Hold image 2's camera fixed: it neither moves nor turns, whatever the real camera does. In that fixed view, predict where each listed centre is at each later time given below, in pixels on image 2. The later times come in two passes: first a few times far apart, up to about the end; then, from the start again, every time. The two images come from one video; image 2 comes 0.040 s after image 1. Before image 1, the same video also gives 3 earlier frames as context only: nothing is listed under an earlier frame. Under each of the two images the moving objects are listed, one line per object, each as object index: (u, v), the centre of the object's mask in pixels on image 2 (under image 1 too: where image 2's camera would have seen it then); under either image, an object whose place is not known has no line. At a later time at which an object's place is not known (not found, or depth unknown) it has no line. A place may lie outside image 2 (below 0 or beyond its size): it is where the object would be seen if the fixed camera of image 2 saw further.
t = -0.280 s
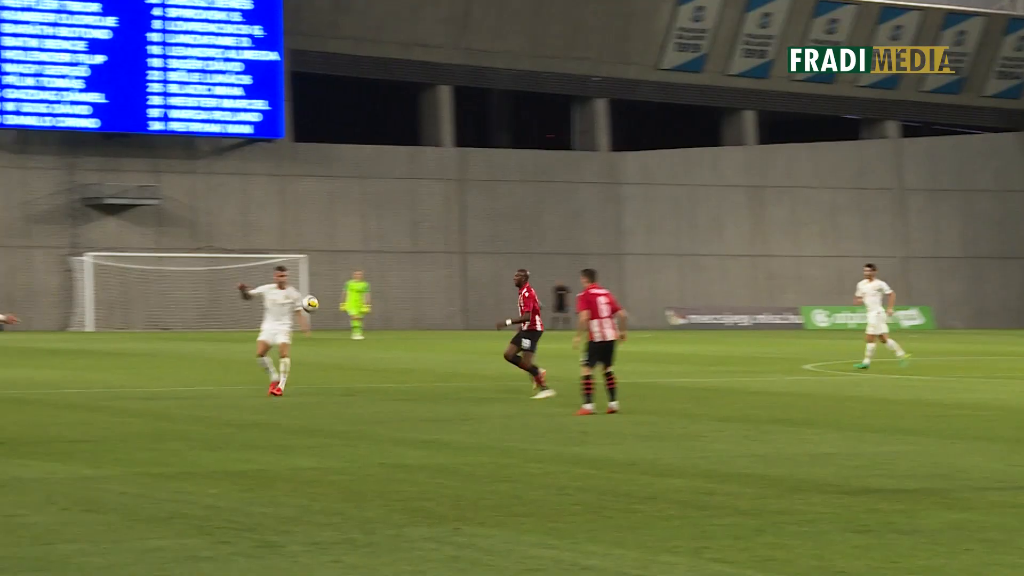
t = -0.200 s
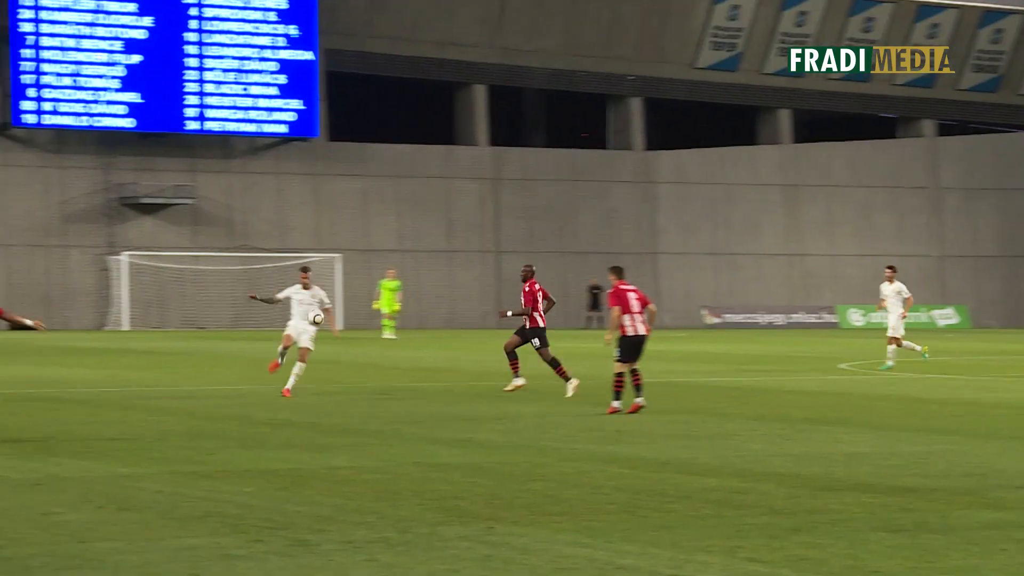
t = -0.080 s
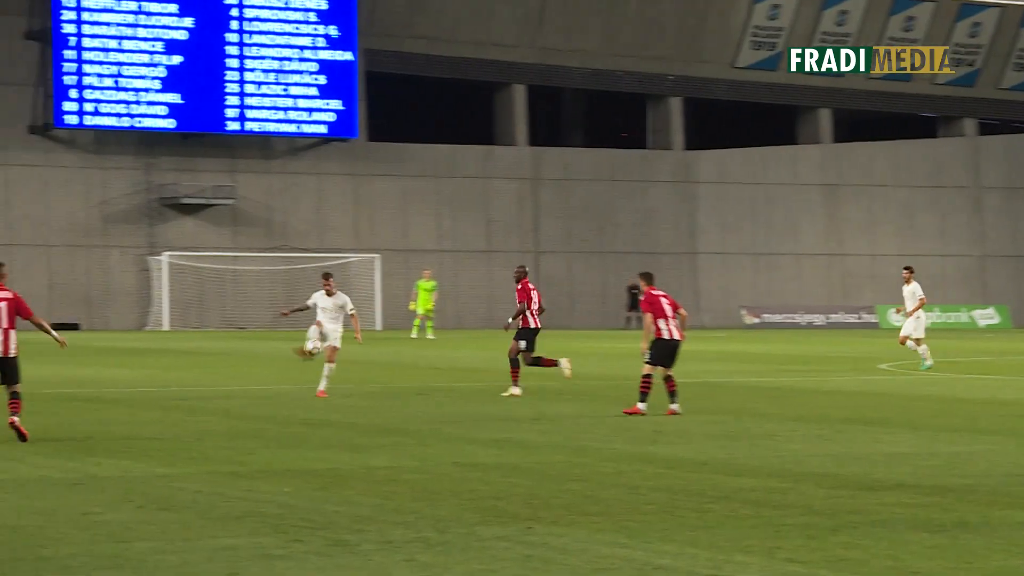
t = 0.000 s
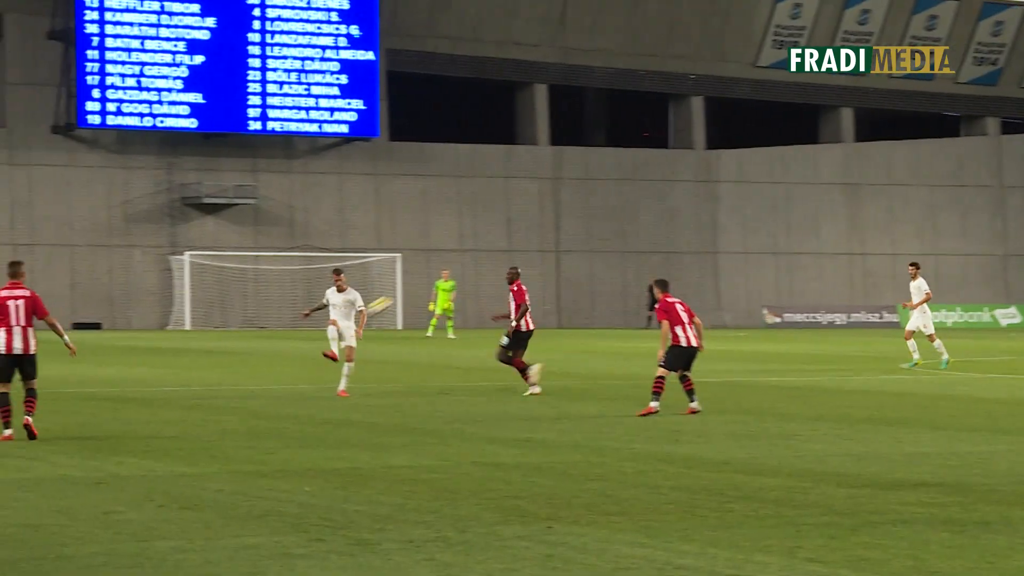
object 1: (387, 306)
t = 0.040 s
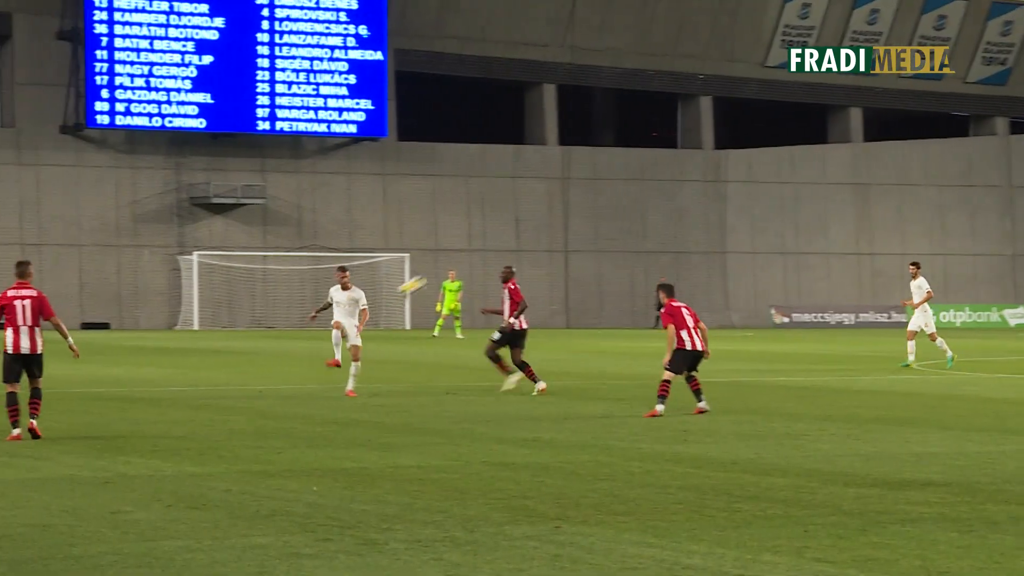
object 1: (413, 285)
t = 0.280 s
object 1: (562, 185)
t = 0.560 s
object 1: (748, 113)
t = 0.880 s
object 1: (991, 106)
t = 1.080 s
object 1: (1167, 158)
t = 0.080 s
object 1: (436, 267)
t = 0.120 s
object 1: (461, 248)
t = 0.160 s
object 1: (486, 231)
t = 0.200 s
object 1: (511, 215)
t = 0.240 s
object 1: (536, 199)
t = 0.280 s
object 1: (562, 185)
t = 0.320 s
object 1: (587, 171)
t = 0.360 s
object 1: (613, 159)
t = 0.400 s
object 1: (640, 148)
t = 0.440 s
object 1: (666, 138)
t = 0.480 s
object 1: (693, 128)
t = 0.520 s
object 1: (720, 120)
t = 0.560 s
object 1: (748, 113)
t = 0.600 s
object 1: (777, 107)
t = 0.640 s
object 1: (806, 102)
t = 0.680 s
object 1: (834, 100)
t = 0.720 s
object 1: (864, 98)
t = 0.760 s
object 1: (895, 98)
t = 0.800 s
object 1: (926, 99)
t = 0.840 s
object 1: (958, 102)
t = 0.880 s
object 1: (991, 106)
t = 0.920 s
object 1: (1024, 113)
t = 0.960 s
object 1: (1060, 121)
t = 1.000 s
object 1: (1095, 132)
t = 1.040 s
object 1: (1131, 144)
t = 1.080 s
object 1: (1167, 158)
